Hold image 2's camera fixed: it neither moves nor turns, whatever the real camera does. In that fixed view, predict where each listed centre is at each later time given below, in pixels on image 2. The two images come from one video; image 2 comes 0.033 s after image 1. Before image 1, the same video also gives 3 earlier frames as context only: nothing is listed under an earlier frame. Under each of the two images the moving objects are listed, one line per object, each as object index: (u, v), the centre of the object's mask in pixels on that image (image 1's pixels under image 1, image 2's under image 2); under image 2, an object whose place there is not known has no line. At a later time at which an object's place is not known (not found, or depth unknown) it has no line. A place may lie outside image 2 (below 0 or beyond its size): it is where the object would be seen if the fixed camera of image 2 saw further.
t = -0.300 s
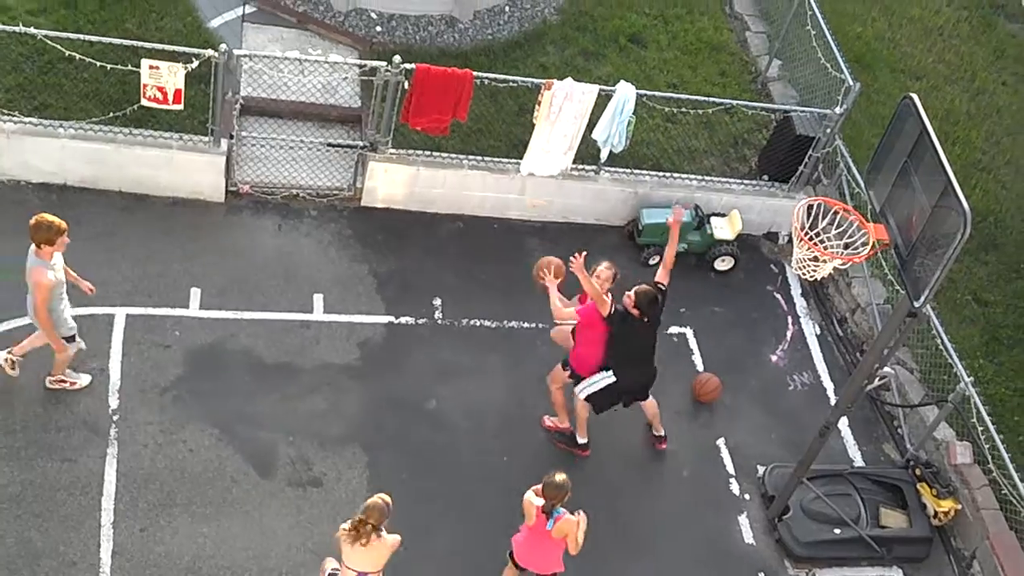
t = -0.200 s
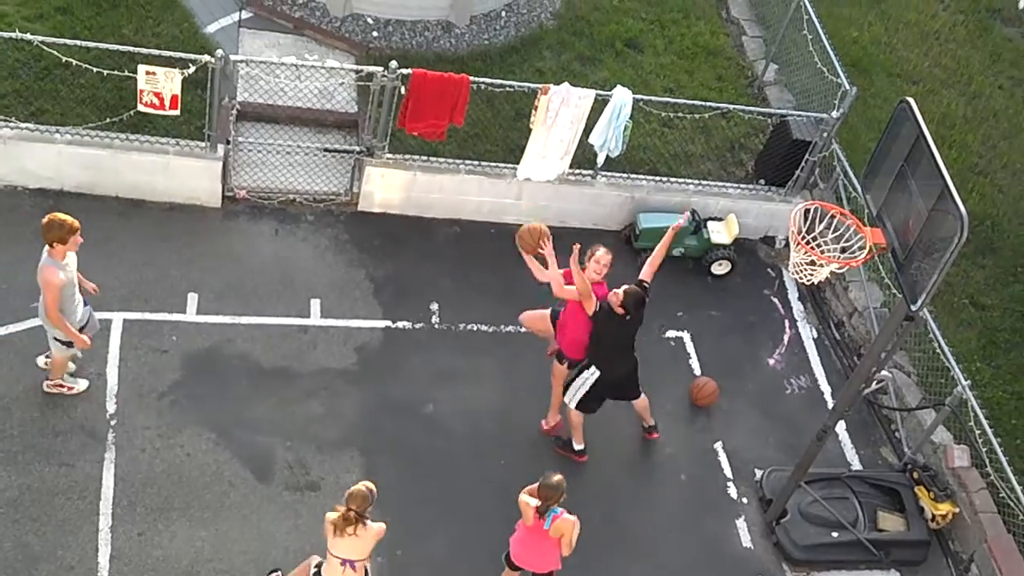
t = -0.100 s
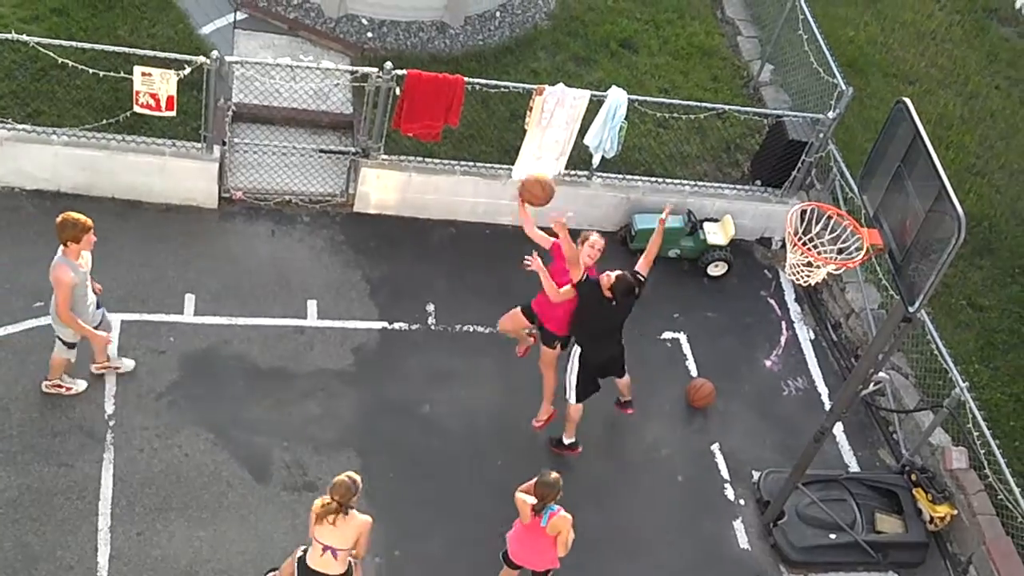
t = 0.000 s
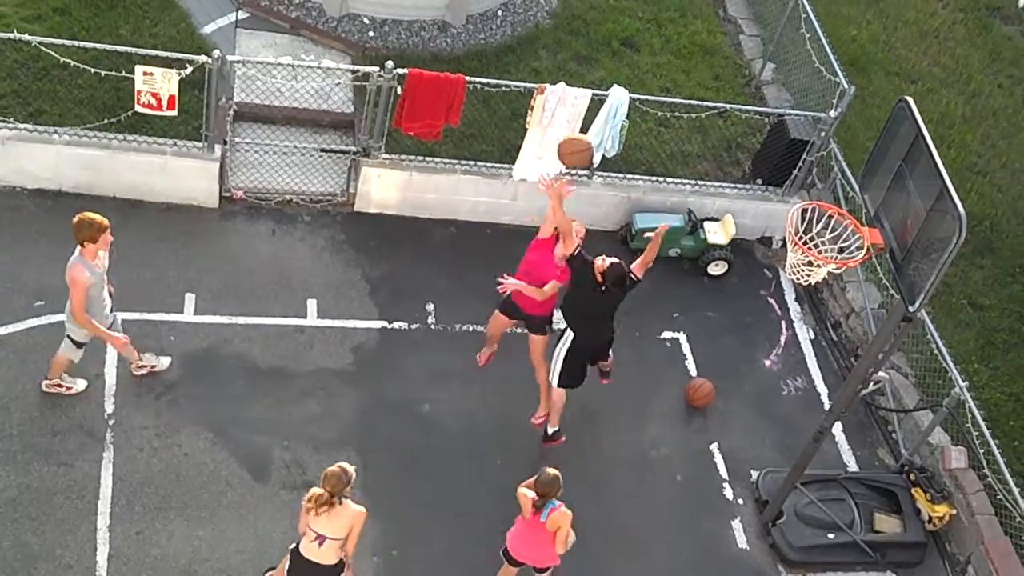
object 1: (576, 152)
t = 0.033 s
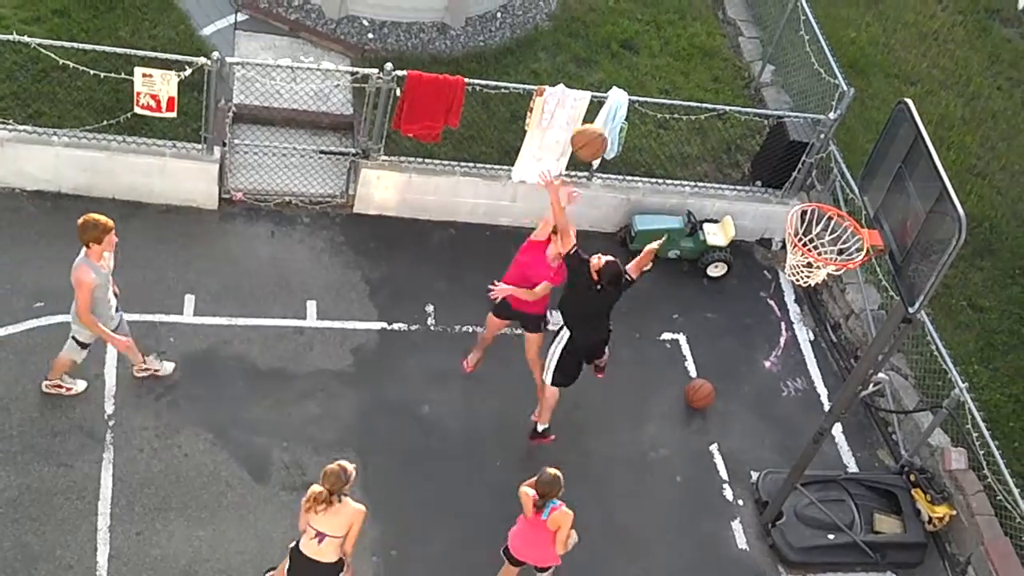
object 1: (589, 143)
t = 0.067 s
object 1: (603, 134)
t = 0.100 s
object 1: (618, 125)
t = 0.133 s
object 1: (633, 117)
